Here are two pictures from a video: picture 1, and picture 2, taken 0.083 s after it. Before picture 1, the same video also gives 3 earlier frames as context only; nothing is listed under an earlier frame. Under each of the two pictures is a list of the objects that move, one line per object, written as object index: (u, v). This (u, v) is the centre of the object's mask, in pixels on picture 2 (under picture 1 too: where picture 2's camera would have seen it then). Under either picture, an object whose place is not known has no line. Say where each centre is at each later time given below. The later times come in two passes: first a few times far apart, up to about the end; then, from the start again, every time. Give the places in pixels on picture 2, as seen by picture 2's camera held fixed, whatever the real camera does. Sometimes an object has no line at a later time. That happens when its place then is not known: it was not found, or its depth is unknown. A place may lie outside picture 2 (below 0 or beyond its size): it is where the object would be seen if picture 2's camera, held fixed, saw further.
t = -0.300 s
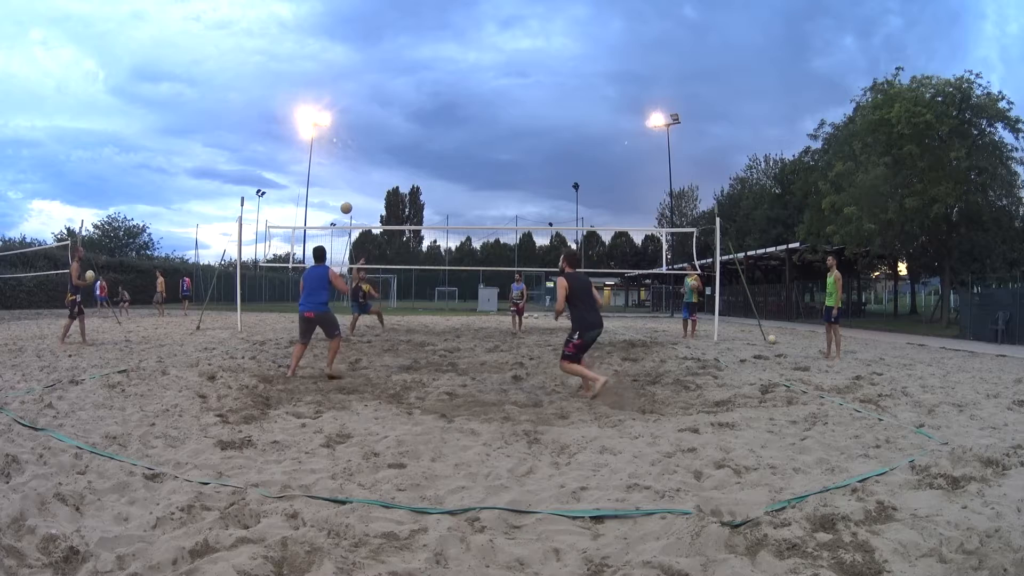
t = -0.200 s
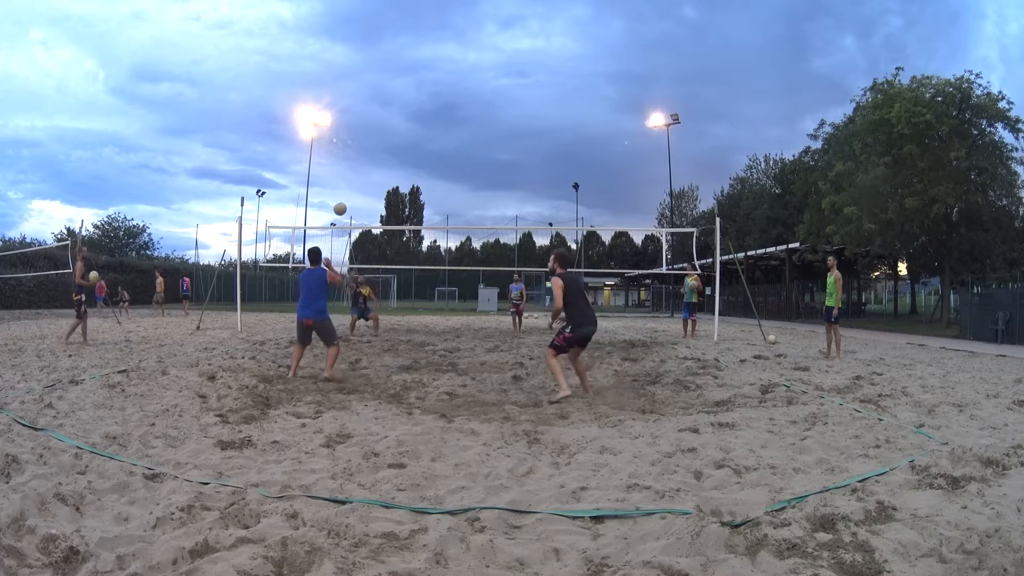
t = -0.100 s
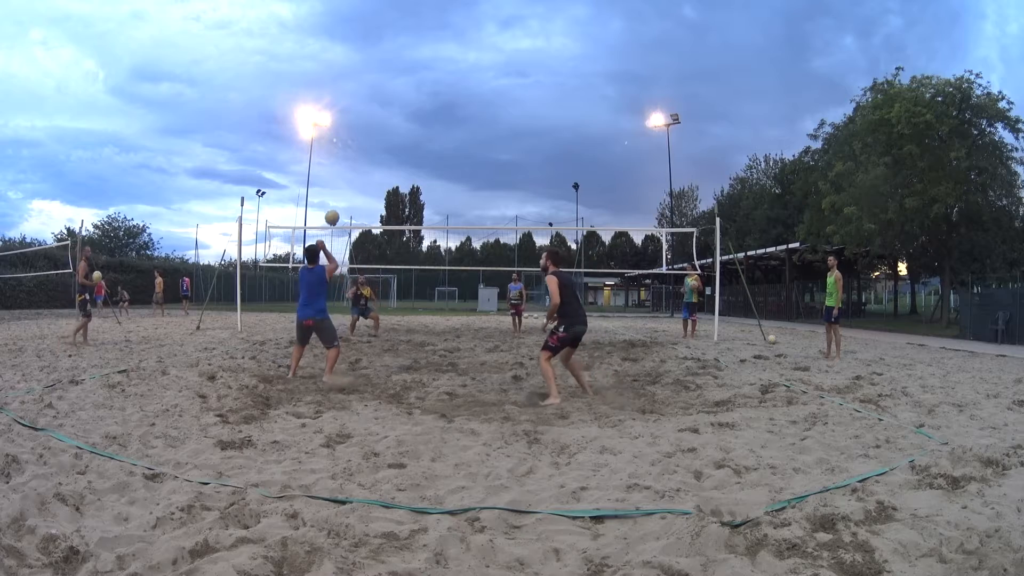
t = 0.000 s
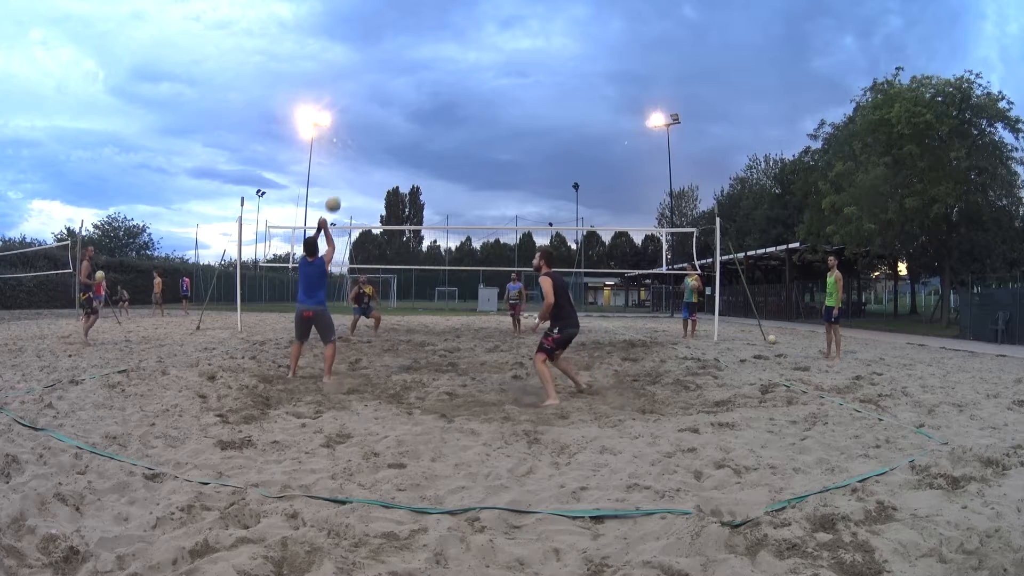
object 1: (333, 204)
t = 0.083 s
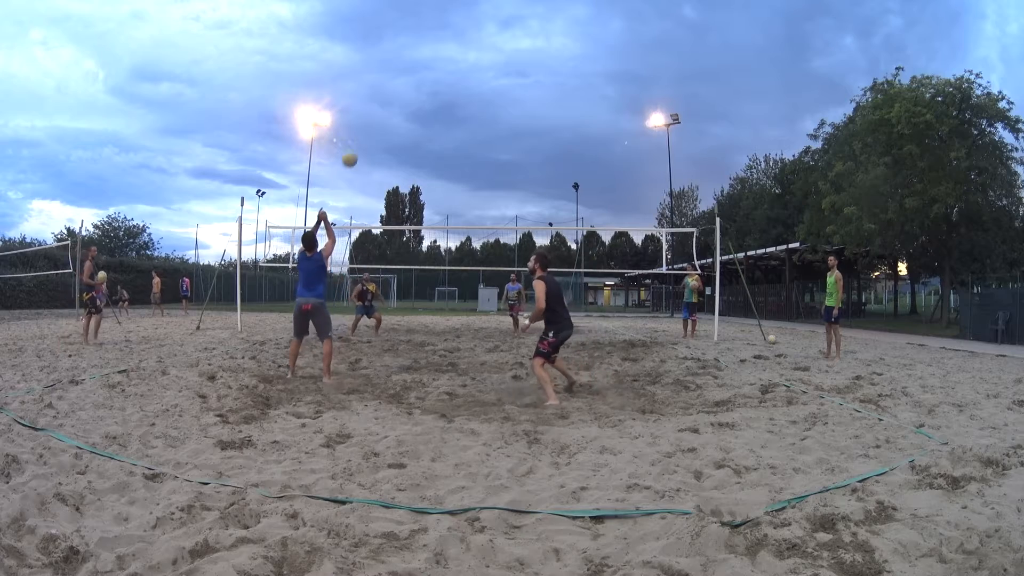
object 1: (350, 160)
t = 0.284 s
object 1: (388, 81)
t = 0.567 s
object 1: (434, 27)
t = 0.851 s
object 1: (472, 20)
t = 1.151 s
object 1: (509, 58)
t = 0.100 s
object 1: (353, 151)
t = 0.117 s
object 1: (356, 144)
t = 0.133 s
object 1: (359, 136)
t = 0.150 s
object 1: (363, 129)
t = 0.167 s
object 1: (366, 122)
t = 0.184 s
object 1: (369, 116)
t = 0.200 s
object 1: (373, 109)
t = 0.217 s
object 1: (376, 103)
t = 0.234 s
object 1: (379, 97)
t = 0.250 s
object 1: (382, 92)
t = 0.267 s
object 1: (385, 86)
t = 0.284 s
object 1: (388, 81)
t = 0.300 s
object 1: (391, 76)
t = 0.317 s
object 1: (394, 72)
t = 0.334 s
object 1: (396, 67)
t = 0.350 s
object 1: (399, 63)
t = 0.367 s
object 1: (402, 59)
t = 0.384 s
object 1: (405, 56)
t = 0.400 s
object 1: (408, 52)
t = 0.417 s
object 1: (410, 49)
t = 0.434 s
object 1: (413, 46)
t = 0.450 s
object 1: (416, 43)
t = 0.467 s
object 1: (419, 40)
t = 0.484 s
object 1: (421, 38)
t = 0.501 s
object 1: (424, 36)
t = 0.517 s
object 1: (426, 33)
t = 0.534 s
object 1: (429, 31)
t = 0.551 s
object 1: (431, 29)
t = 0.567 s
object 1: (434, 27)
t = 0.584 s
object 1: (436, 26)
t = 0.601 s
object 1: (439, 24)
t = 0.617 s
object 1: (441, 23)
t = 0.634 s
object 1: (443, 22)
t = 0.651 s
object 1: (446, 21)
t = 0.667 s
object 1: (448, 20)
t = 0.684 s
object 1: (450, 20)
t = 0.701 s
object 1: (453, 19)
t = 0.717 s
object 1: (455, 19)
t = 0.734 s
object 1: (457, 18)
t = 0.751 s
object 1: (459, 18)
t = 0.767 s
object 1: (462, 18)
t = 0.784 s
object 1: (464, 18)
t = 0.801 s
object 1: (466, 19)
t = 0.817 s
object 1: (468, 19)
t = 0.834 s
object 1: (470, 19)
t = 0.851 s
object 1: (472, 20)
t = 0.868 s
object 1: (474, 21)
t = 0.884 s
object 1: (476, 22)
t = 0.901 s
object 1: (478, 23)
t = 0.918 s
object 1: (481, 24)
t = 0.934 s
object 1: (483, 26)
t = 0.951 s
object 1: (485, 28)
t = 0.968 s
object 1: (487, 29)
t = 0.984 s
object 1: (489, 31)
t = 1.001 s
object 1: (491, 33)
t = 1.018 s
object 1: (493, 35)
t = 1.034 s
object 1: (495, 37)
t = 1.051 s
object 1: (497, 40)
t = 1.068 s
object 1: (499, 43)
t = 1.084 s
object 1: (501, 45)
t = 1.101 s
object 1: (503, 48)
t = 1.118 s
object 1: (505, 51)
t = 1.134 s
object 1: (507, 55)
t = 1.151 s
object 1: (509, 58)
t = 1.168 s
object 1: (511, 62)
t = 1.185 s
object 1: (513, 65)
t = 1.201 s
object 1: (515, 69)
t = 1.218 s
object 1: (517, 73)
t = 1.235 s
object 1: (519, 77)
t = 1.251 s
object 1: (521, 82)
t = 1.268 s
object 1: (523, 87)
